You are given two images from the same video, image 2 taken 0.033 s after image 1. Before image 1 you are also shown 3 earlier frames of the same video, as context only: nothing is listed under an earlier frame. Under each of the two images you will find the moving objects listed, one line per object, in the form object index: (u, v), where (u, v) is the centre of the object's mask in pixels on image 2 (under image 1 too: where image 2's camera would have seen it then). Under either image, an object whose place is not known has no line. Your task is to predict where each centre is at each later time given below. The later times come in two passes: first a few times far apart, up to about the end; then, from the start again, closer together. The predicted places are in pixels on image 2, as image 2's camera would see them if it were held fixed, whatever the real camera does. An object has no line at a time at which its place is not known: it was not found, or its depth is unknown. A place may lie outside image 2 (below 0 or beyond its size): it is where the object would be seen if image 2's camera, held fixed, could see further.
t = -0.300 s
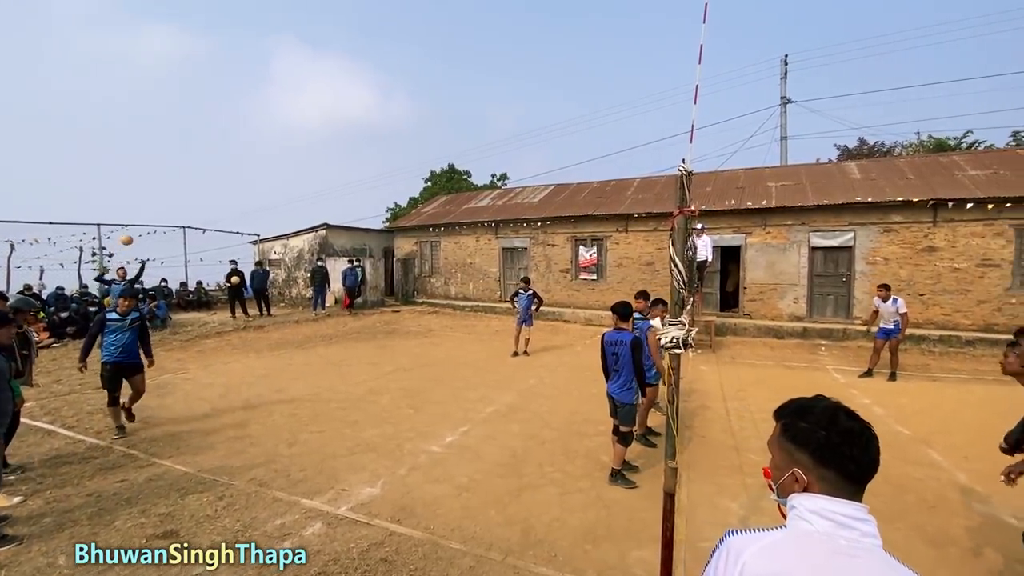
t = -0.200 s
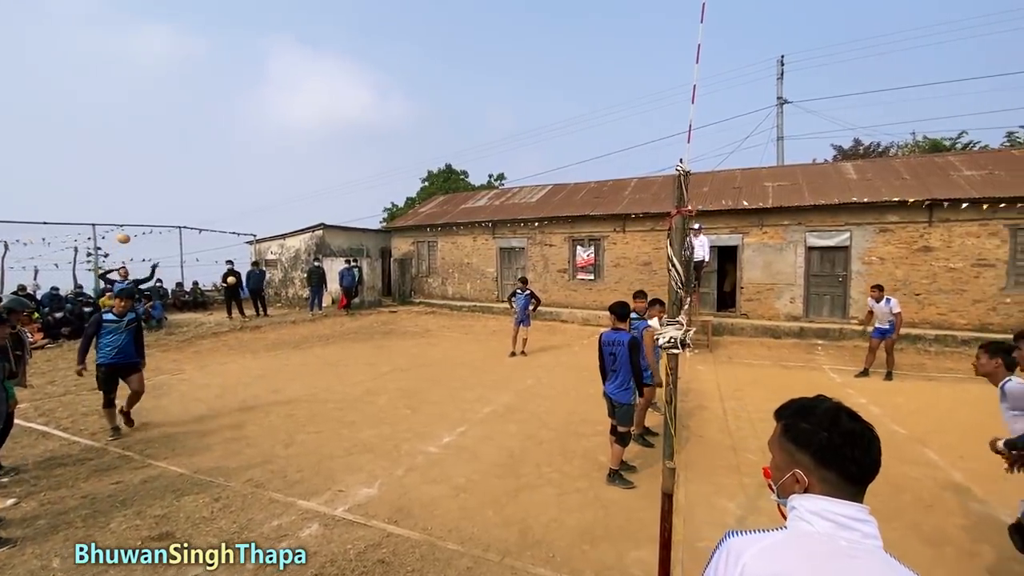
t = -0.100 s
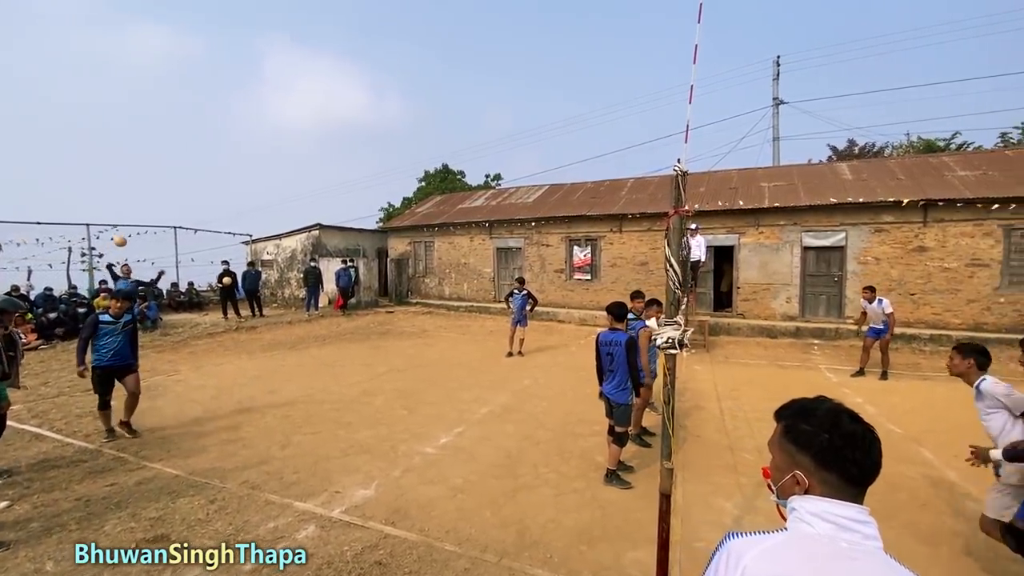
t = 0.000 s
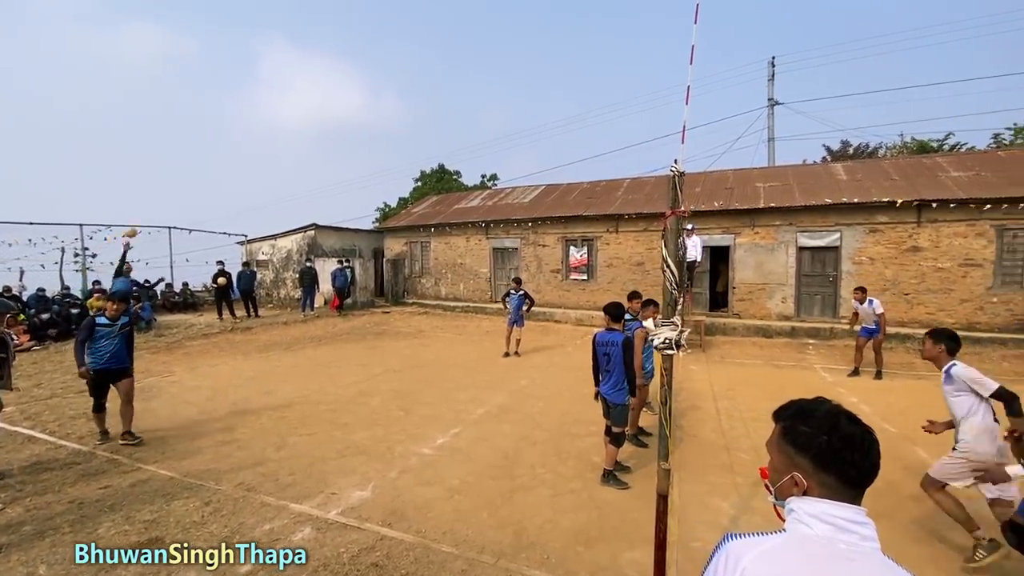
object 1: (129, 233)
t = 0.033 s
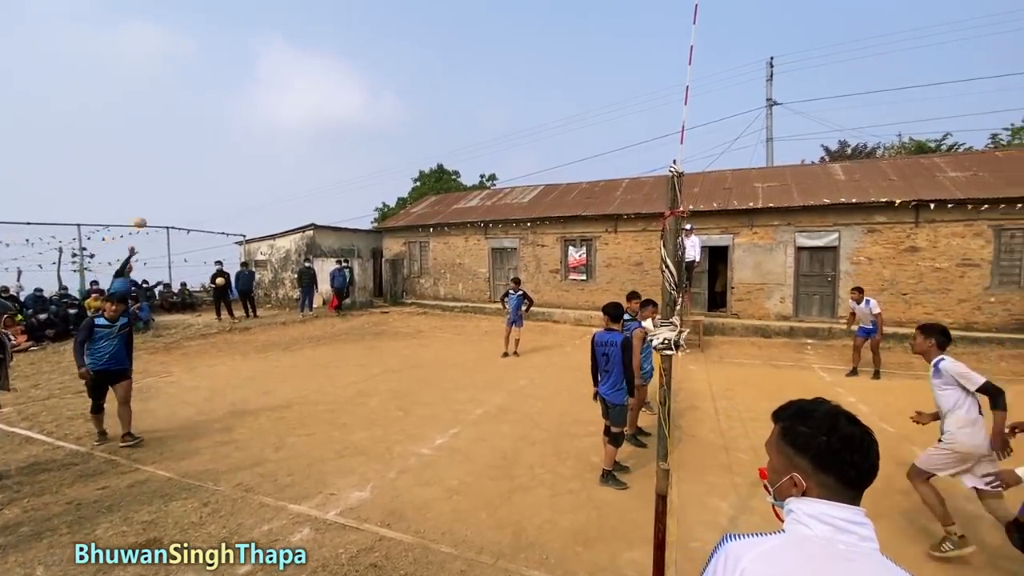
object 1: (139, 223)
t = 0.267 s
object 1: (232, 160)
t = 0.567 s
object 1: (417, 105)
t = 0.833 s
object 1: (706, 102)
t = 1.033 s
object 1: (1081, 176)
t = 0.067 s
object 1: (151, 213)
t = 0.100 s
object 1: (163, 203)
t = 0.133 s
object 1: (176, 194)
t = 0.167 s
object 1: (188, 185)
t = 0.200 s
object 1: (202, 176)
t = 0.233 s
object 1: (217, 168)
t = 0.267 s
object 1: (232, 160)
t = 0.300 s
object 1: (248, 152)
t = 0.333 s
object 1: (266, 145)
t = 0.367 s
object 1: (284, 137)
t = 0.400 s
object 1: (303, 131)
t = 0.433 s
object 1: (323, 125)
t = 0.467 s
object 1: (345, 119)
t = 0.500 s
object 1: (367, 114)
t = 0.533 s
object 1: (391, 110)
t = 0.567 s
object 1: (417, 105)
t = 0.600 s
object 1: (445, 102)
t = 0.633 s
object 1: (475, 99)
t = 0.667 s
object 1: (506, 97)
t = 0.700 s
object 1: (540, 96)
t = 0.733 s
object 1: (577, 96)
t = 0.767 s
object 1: (617, 96)
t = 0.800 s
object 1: (660, 98)
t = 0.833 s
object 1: (706, 102)
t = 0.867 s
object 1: (754, 108)
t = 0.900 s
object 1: (807, 117)
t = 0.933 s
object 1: (865, 127)
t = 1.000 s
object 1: (1002, 155)
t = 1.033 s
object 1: (1081, 176)
